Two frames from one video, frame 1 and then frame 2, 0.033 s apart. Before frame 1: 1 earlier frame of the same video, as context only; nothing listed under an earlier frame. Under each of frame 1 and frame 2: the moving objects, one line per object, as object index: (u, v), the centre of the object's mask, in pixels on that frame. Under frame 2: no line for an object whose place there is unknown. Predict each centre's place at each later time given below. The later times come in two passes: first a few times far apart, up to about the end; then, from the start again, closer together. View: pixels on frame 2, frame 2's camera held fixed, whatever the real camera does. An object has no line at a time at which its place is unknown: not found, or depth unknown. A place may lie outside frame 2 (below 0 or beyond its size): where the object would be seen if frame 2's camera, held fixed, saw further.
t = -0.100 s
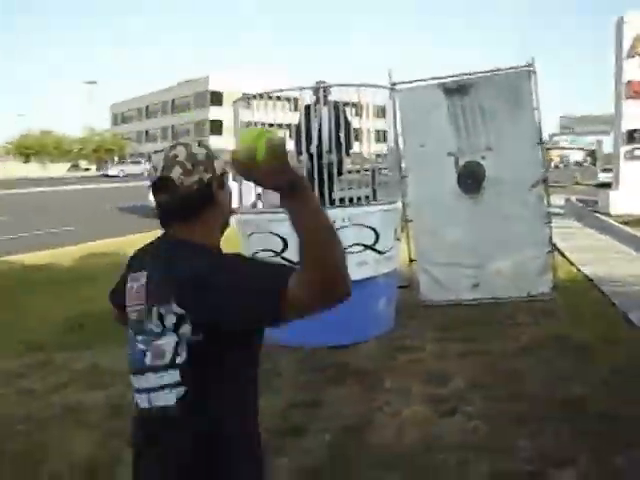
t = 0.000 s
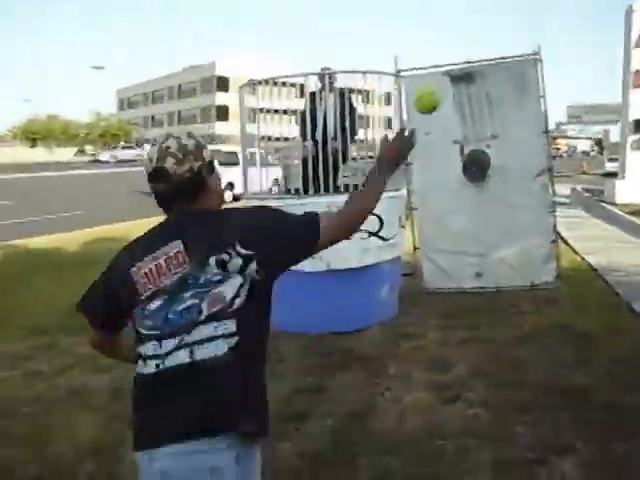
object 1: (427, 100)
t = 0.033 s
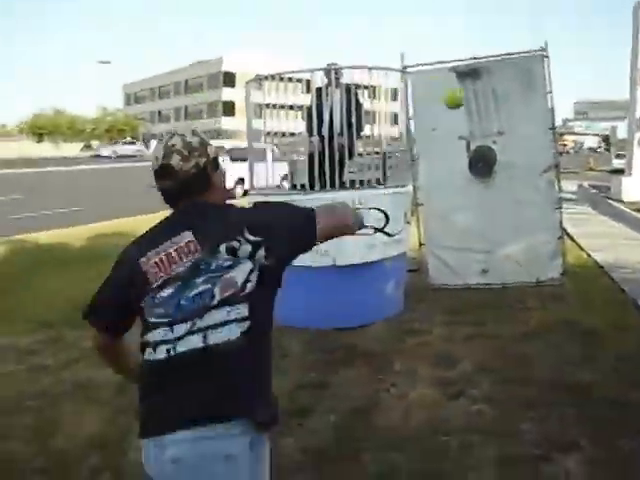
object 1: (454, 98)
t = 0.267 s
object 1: (501, 134)
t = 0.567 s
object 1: (485, 172)
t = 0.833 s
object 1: (472, 281)
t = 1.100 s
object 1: (450, 342)
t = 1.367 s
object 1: (420, 388)
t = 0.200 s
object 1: (493, 121)
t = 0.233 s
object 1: (496, 127)
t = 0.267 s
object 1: (501, 134)
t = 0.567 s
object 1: (485, 172)
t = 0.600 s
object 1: (485, 179)
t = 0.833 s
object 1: (472, 281)
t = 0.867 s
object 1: (470, 299)
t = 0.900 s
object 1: (468, 321)
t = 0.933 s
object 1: (466, 335)
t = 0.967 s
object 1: (463, 334)
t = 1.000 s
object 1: (460, 333)
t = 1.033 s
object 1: (457, 335)
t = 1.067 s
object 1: (454, 338)
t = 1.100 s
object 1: (450, 342)
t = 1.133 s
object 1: (447, 348)
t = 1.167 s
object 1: (443, 356)
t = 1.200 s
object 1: (440, 366)
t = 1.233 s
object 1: (436, 369)
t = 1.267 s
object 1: (432, 371)
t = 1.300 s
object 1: (428, 375)
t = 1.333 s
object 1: (424, 381)
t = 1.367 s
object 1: (420, 388)
